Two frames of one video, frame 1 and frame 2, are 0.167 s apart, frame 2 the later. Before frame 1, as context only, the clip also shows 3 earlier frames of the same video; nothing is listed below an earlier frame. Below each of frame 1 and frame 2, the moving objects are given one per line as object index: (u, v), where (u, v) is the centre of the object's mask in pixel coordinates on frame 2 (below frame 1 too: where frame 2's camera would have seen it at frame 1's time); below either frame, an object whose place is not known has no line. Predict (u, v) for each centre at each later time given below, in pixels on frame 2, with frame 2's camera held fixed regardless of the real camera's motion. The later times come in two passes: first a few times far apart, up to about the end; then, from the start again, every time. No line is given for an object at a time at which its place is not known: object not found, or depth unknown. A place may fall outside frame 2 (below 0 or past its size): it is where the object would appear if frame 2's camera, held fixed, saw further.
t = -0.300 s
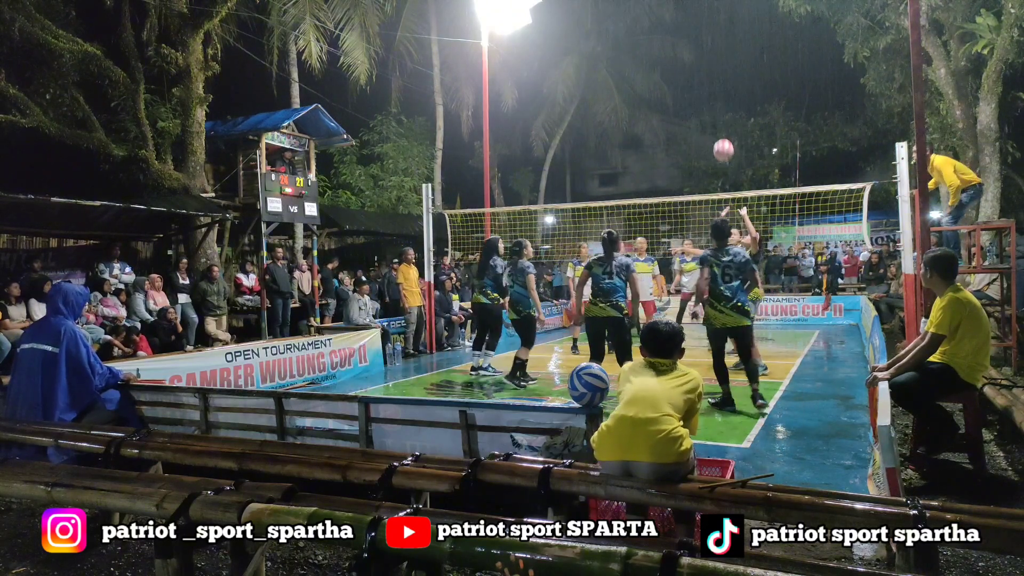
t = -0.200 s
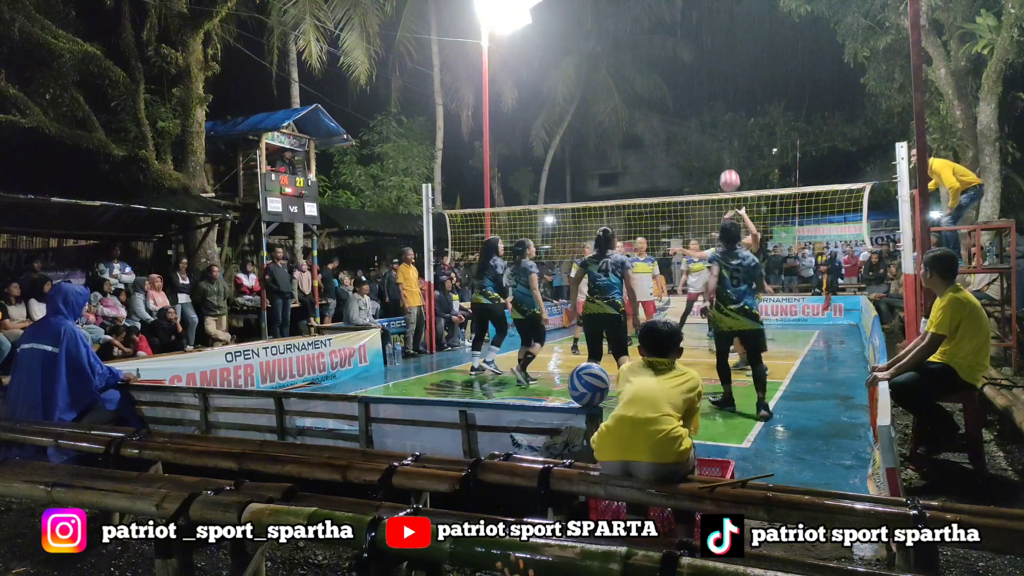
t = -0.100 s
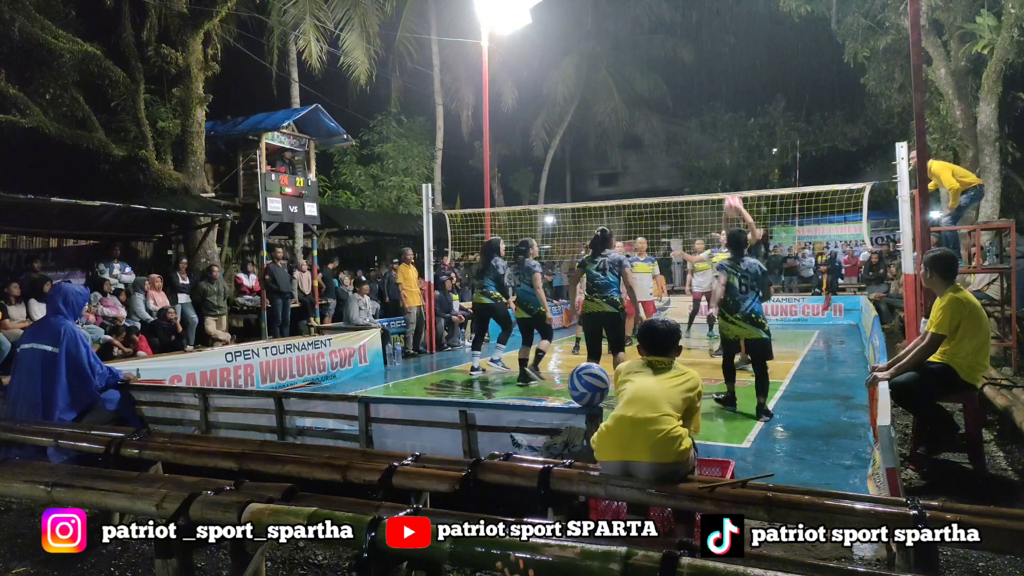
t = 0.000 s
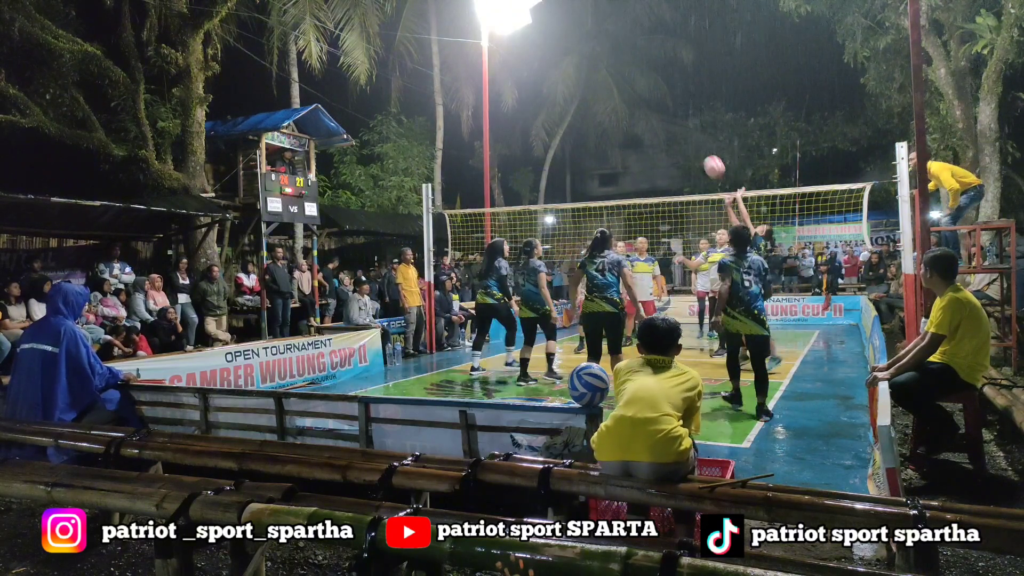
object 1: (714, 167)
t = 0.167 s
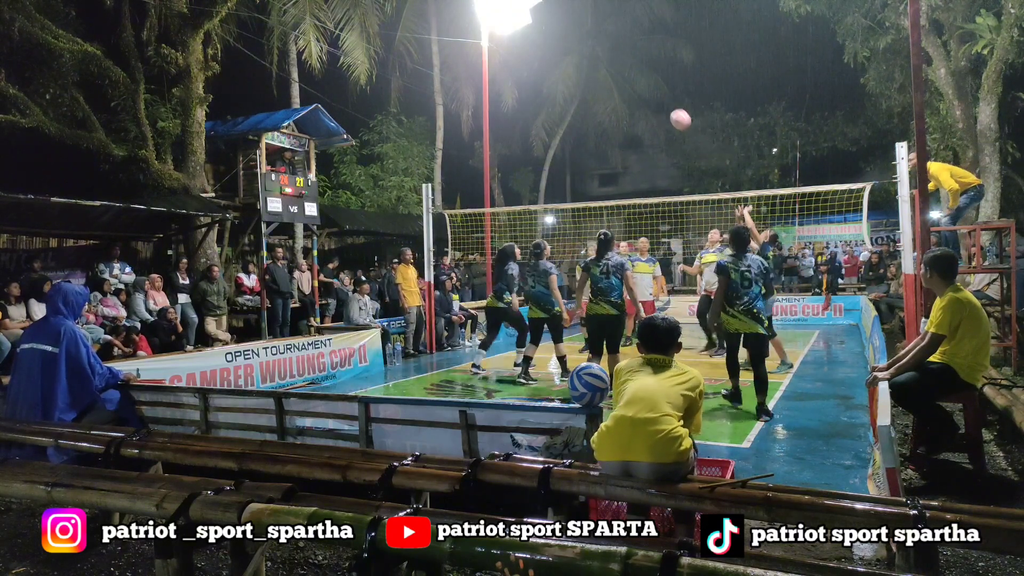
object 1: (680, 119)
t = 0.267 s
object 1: (662, 102)
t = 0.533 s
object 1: (619, 97)
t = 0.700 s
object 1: (595, 120)
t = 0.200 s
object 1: (674, 113)
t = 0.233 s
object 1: (668, 107)
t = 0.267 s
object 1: (662, 102)
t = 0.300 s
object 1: (656, 99)
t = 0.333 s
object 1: (651, 96)
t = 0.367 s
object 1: (645, 94)
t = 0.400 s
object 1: (640, 93)
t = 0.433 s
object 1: (635, 93)
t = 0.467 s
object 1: (629, 93)
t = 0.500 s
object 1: (624, 95)
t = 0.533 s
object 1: (619, 97)
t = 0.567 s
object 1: (614, 100)
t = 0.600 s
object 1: (609, 104)
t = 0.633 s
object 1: (605, 108)
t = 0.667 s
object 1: (600, 114)
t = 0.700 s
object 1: (595, 120)
